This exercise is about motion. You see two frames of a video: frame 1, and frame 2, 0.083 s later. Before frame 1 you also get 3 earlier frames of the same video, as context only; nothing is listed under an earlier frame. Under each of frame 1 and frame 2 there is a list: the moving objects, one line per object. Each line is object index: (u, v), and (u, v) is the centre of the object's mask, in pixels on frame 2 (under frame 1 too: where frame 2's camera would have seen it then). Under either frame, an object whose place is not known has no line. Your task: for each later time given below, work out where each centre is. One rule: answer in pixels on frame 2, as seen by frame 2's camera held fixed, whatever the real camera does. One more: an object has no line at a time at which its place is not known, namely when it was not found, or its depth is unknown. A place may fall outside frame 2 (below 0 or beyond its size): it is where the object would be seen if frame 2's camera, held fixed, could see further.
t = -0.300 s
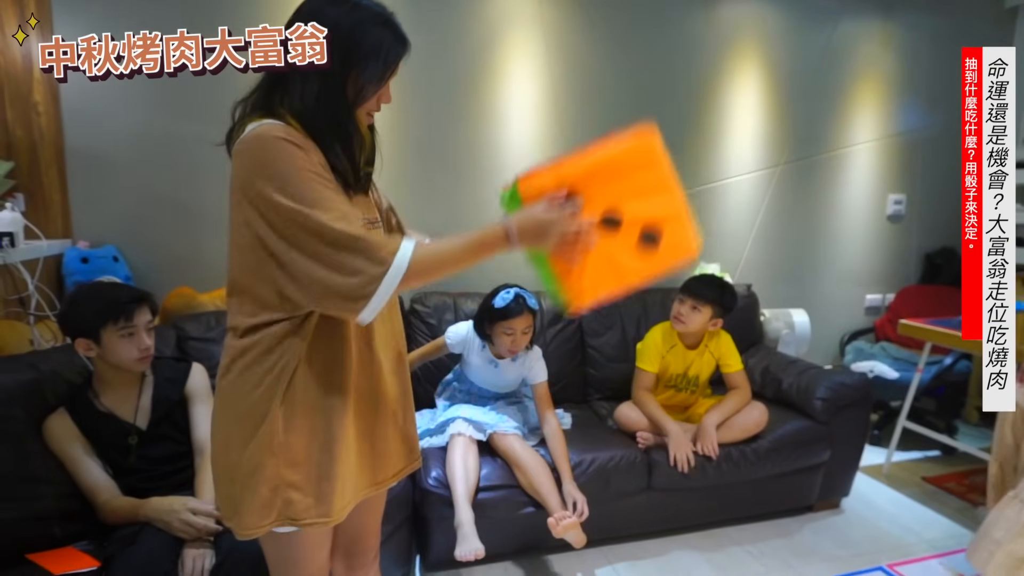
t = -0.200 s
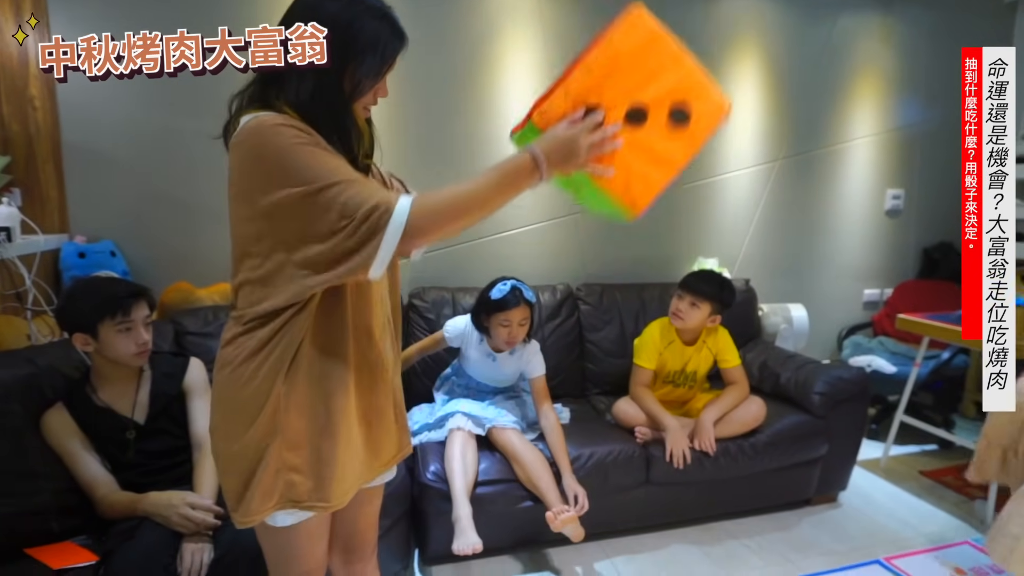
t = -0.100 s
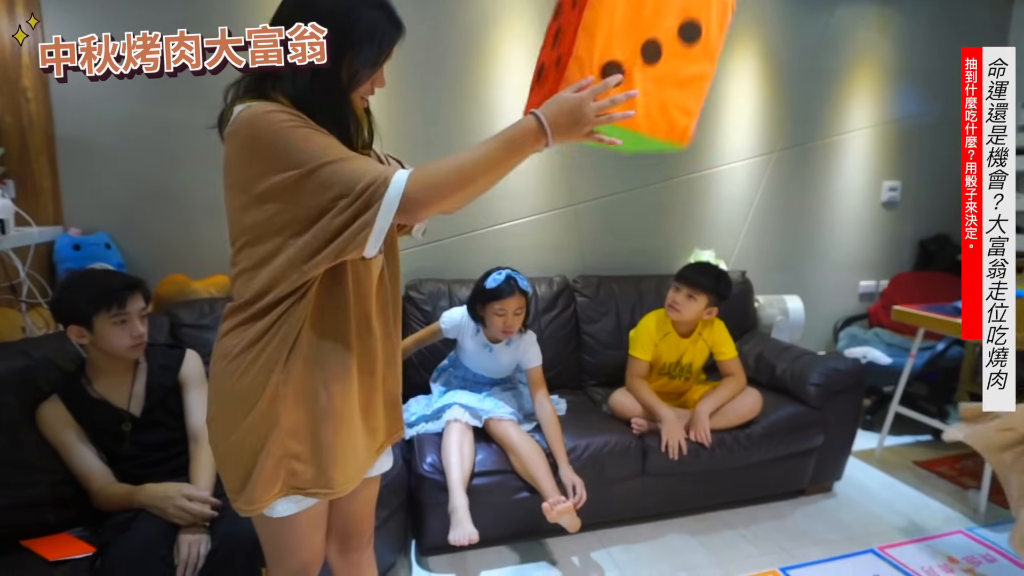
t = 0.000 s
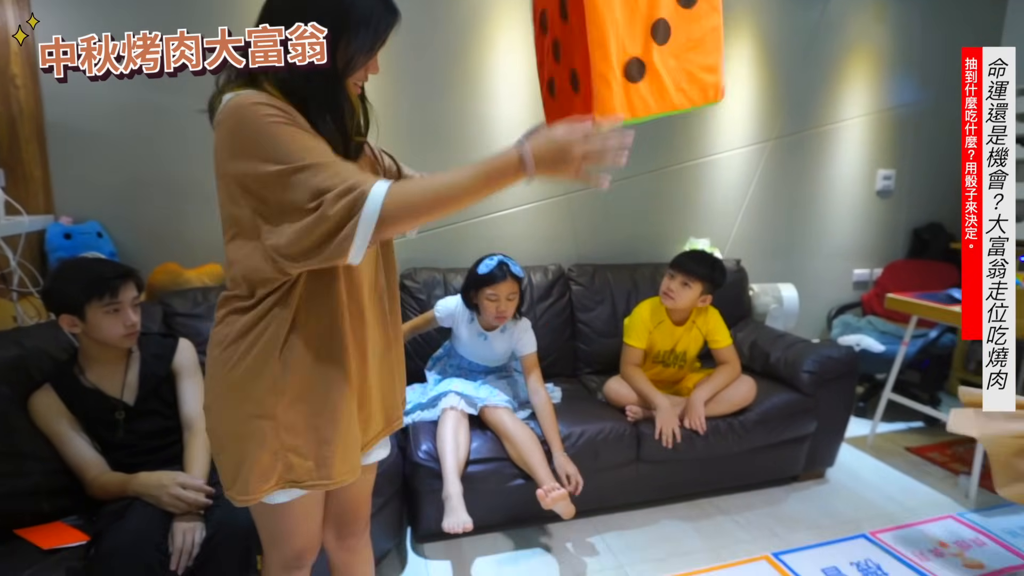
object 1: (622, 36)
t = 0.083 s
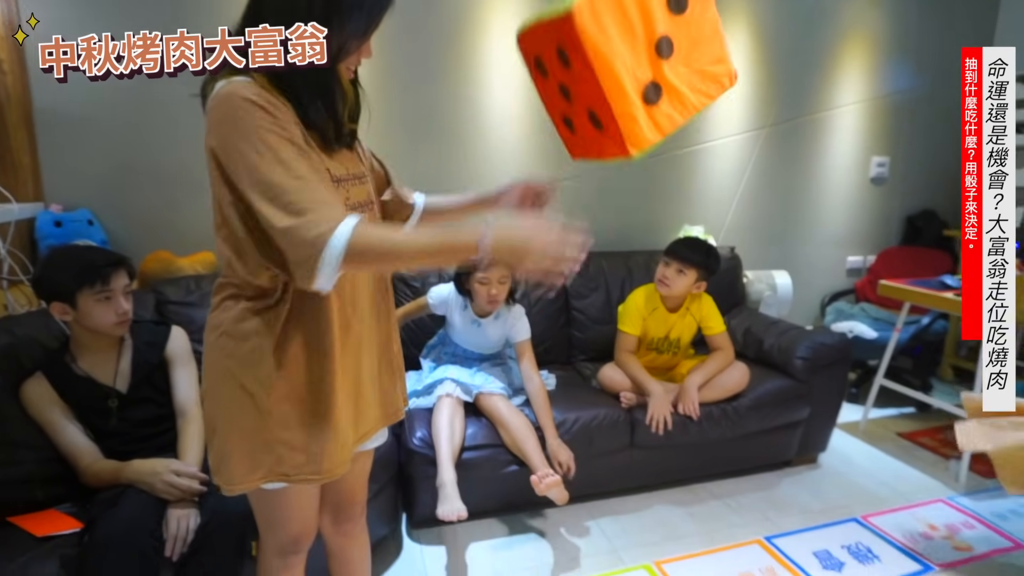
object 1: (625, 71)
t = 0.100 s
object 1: (627, 80)
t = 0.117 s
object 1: (630, 90)
